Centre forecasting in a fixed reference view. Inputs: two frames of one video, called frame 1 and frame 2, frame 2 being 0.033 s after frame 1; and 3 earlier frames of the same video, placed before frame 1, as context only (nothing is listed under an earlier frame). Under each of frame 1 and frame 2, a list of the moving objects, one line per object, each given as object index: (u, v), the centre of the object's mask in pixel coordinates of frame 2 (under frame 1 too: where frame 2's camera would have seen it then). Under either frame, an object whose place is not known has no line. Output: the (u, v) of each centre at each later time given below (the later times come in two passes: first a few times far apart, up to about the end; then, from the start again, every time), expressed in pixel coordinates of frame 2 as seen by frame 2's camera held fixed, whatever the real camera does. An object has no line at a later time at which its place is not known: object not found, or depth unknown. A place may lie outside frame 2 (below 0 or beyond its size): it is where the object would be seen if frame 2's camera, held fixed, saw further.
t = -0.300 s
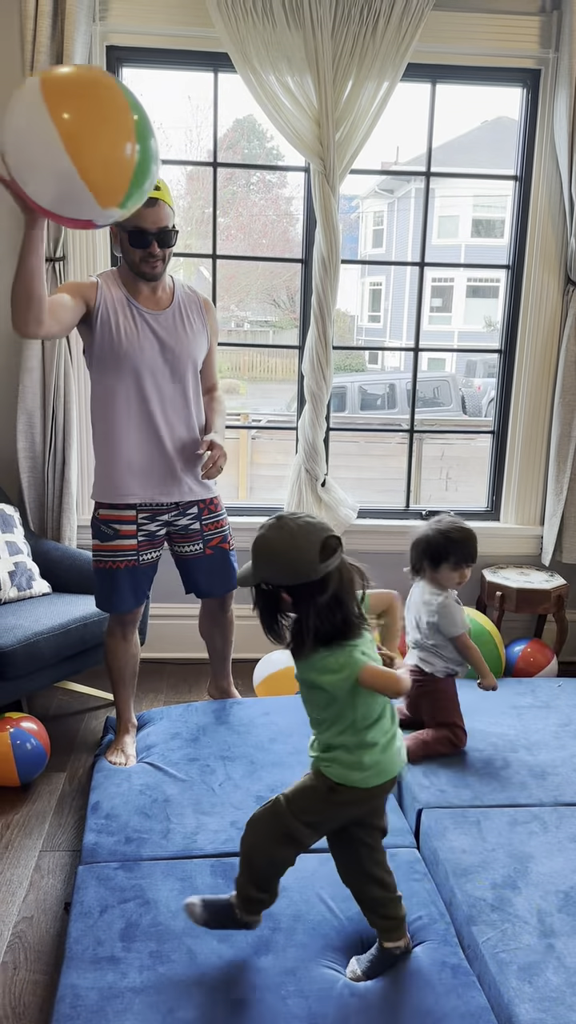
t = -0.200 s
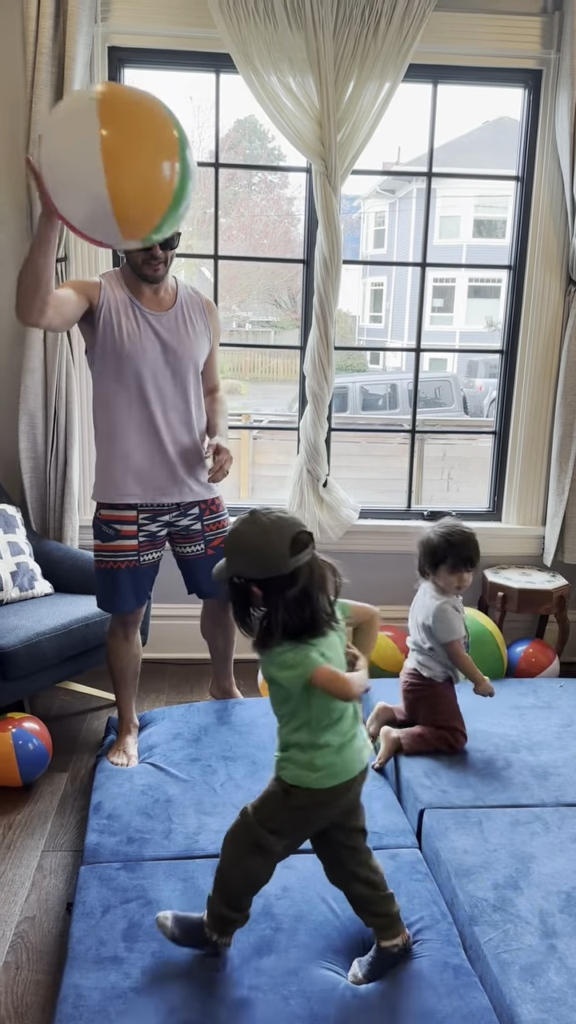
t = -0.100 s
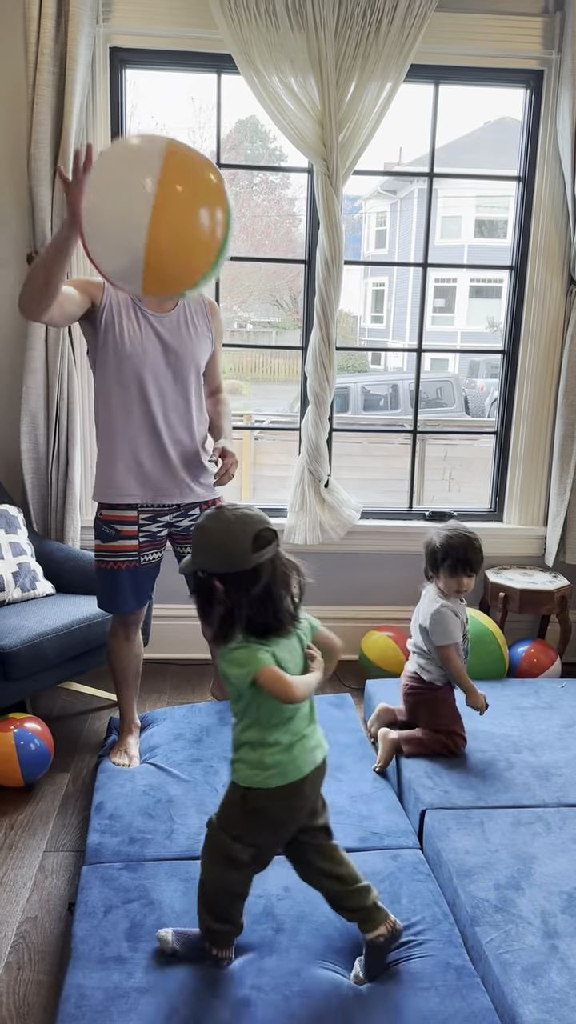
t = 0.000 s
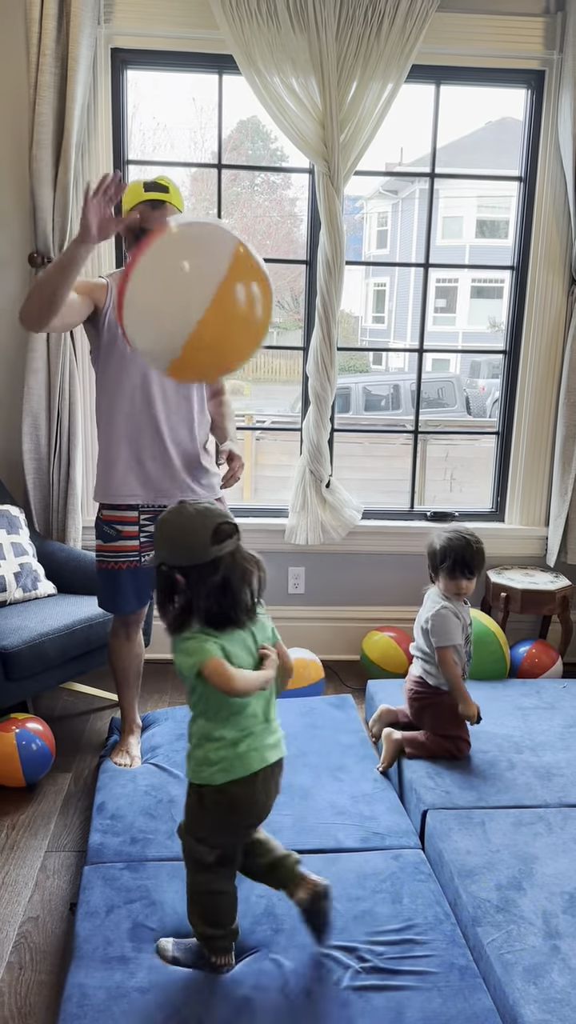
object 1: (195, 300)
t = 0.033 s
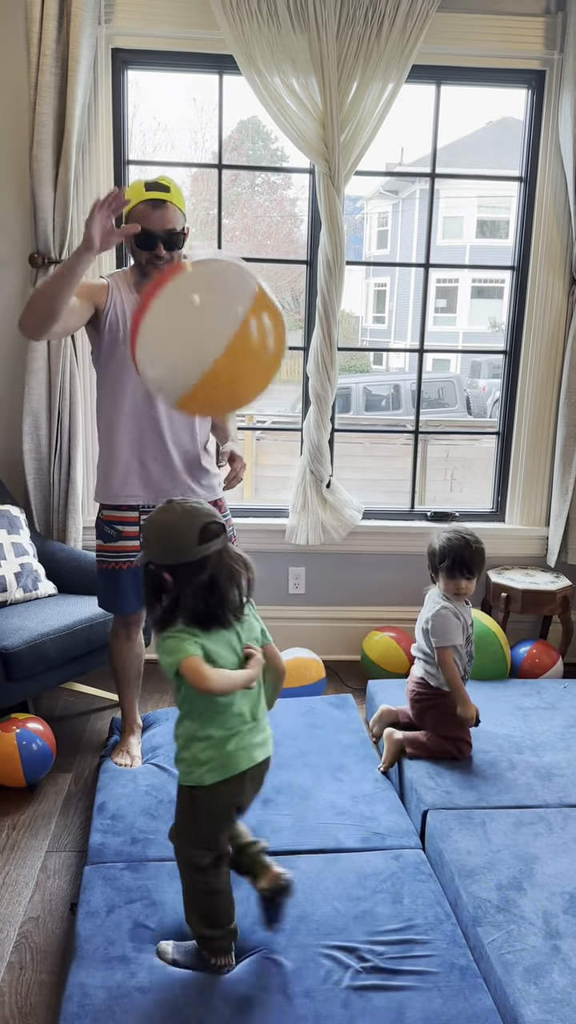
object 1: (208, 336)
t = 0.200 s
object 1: (259, 549)
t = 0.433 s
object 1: (378, 691)
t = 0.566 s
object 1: (424, 765)
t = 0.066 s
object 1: (219, 373)
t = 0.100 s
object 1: (230, 413)
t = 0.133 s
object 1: (240, 457)
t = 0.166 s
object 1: (252, 501)
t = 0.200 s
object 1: (259, 549)
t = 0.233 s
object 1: (276, 570)
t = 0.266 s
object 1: (296, 585)
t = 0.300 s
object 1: (314, 602)
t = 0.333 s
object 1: (331, 621)
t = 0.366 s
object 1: (347, 642)
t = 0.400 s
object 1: (362, 666)
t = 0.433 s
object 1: (378, 691)
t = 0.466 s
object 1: (391, 718)
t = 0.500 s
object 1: (405, 747)
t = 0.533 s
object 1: (418, 778)
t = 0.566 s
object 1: (424, 765)
